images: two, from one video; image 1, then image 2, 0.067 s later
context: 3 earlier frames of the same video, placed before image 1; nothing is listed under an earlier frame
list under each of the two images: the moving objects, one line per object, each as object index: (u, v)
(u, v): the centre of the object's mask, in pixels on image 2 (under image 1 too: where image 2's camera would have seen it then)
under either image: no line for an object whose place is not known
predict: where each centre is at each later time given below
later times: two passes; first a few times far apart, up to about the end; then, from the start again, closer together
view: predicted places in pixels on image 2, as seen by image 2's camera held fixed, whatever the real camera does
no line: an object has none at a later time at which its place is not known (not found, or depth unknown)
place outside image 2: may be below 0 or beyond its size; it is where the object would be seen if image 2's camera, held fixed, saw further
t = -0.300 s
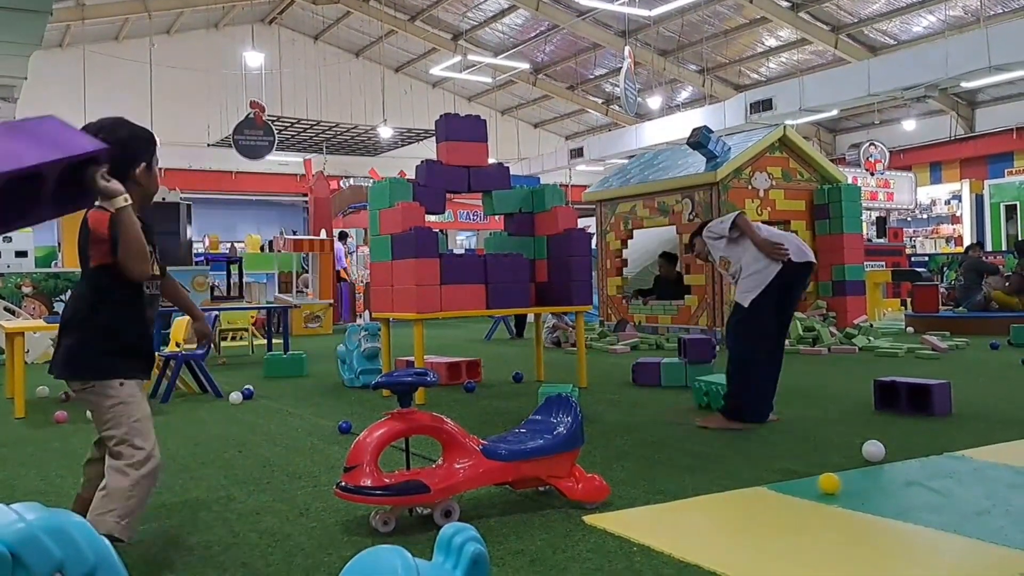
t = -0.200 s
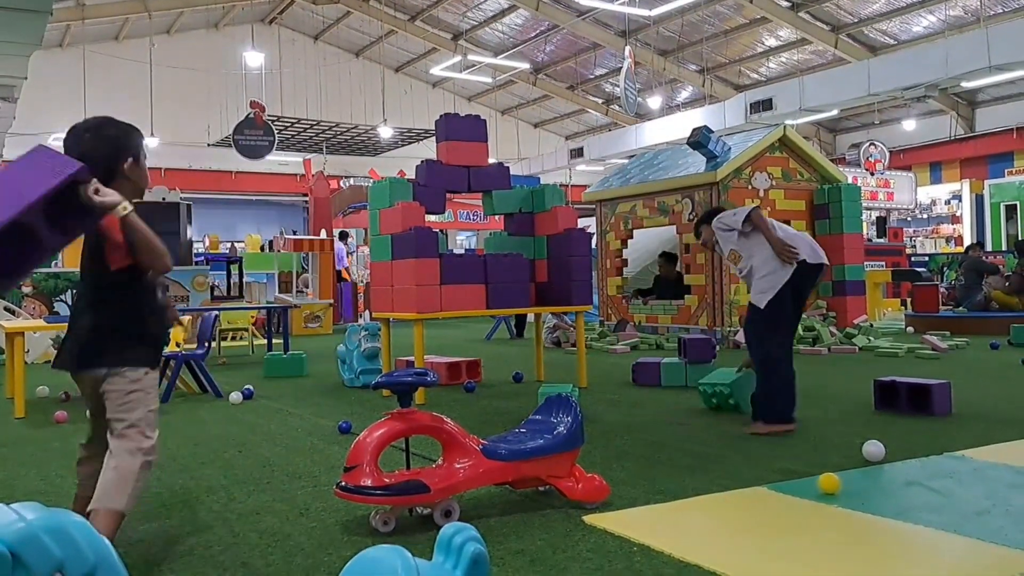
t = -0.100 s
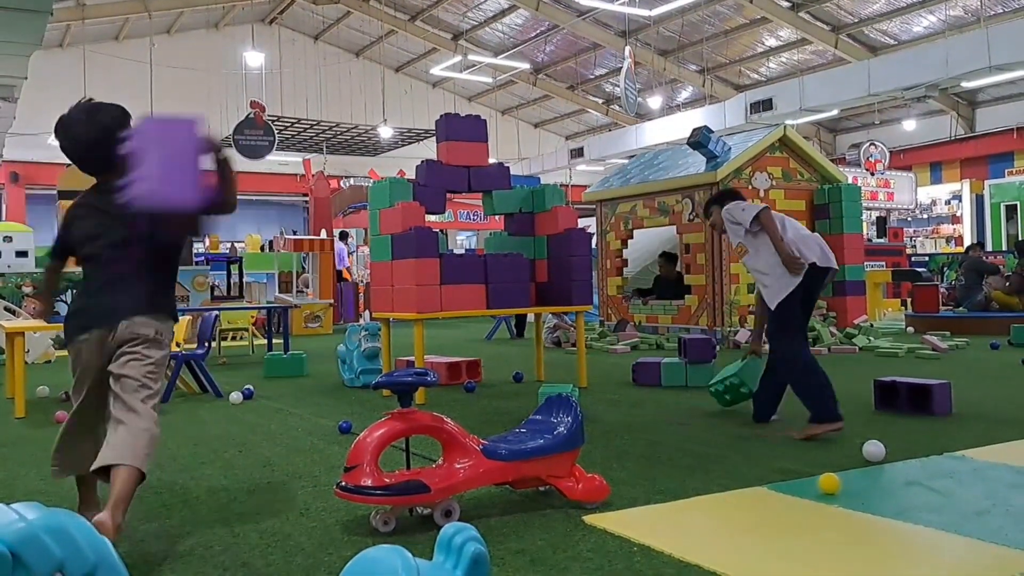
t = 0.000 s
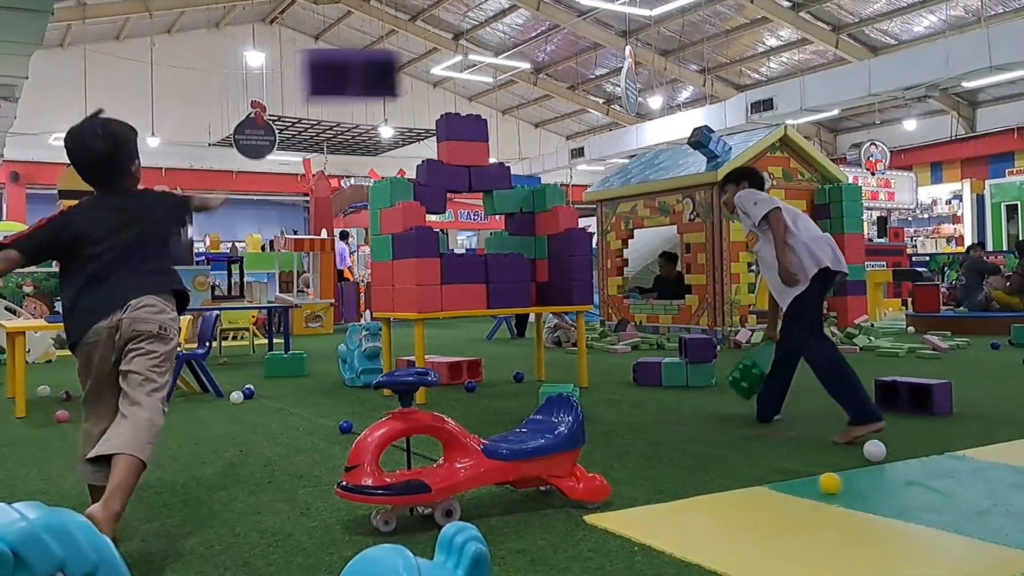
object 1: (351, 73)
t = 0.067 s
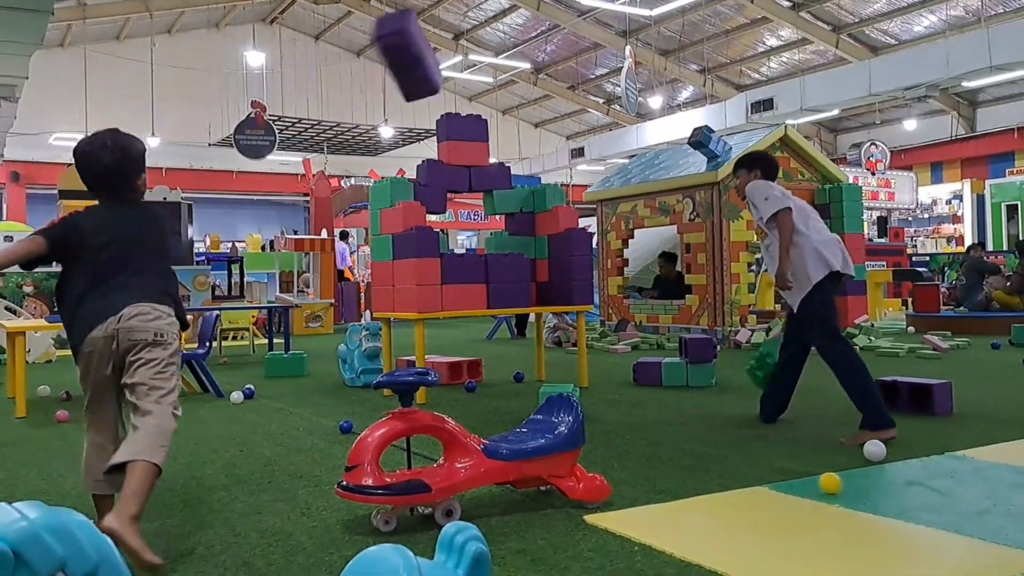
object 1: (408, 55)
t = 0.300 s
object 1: (486, 104)
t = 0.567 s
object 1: (556, 131)
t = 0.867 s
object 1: (646, 201)
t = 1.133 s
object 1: (719, 337)
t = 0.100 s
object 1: (425, 59)
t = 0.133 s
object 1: (441, 60)
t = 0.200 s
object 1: (467, 71)
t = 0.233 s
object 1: (474, 81)
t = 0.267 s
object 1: (480, 94)
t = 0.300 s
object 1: (486, 104)
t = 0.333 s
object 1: (493, 114)
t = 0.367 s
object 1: (497, 127)
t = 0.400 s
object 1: (500, 142)
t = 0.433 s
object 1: (510, 140)
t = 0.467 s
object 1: (521, 136)
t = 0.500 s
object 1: (533, 133)
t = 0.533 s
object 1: (544, 132)
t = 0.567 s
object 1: (556, 131)
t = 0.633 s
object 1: (579, 135)
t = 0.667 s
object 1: (589, 141)
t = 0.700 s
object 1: (599, 147)
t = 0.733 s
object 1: (609, 155)
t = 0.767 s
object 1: (618, 165)
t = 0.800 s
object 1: (627, 176)
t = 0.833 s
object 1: (635, 188)
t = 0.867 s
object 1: (646, 201)
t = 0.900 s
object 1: (655, 215)
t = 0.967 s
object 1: (674, 244)
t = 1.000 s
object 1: (683, 261)
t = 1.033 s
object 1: (691, 278)
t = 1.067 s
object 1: (700, 298)
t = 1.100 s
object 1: (709, 317)
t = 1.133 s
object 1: (719, 337)
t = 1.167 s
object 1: (726, 339)
